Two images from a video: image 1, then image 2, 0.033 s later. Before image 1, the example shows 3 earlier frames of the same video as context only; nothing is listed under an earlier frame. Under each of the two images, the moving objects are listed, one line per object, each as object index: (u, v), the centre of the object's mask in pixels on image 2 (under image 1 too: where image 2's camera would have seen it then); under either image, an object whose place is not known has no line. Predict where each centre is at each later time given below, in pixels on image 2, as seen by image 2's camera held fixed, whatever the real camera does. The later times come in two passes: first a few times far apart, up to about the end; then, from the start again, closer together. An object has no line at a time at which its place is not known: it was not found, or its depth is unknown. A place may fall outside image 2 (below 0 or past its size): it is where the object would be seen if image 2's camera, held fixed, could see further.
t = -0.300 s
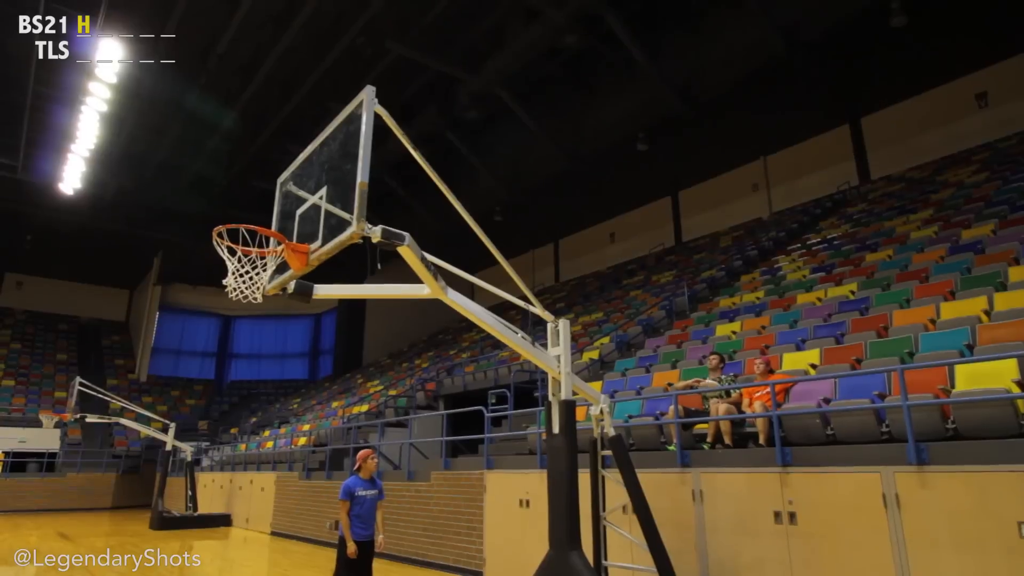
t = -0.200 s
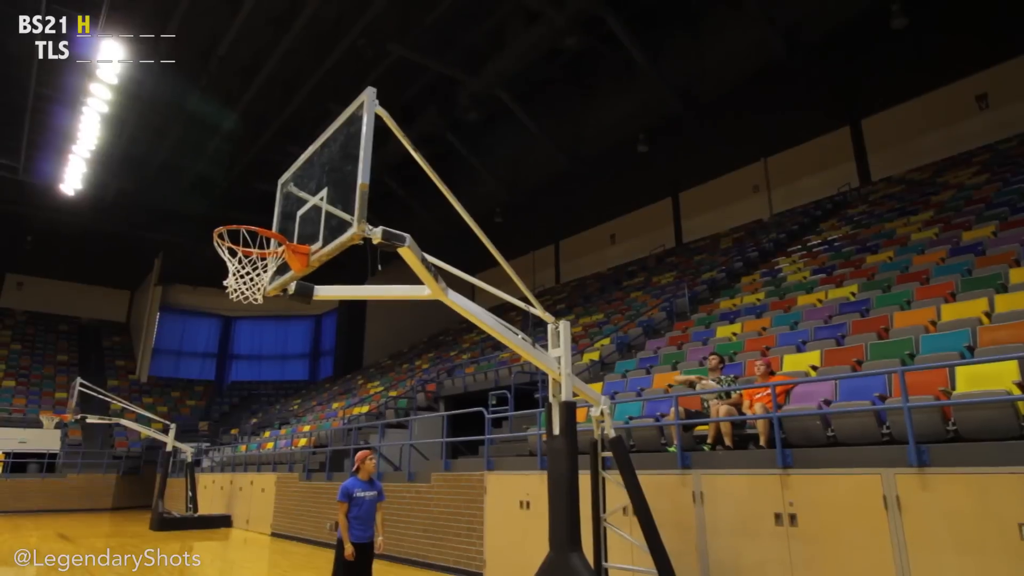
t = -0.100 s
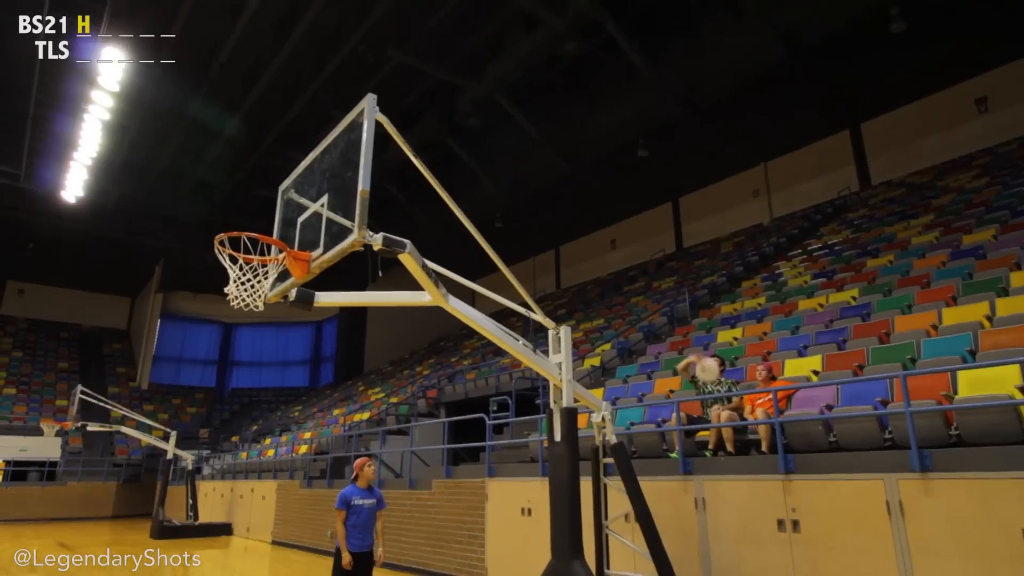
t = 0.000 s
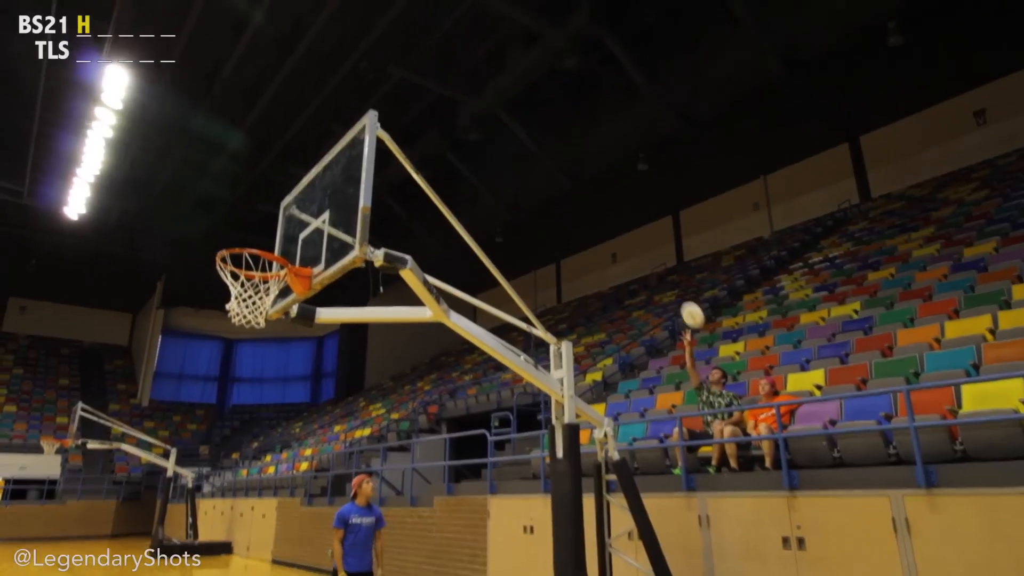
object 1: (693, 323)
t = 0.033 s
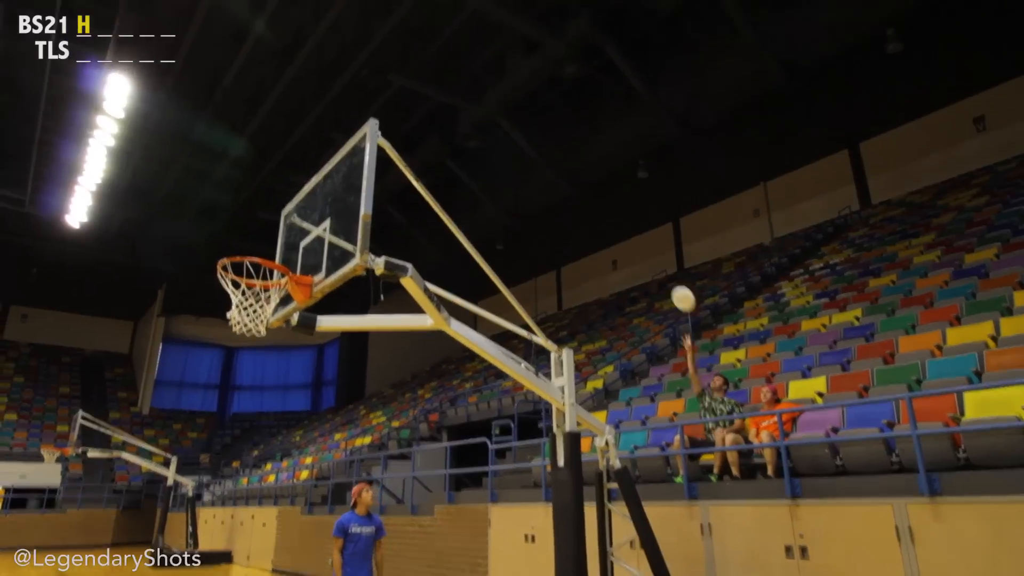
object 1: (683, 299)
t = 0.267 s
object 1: (616, 160)
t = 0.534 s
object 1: (545, 47)
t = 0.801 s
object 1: (481, -18)
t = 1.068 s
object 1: (415, -39)
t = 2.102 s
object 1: (226, 290)
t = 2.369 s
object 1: (259, 332)
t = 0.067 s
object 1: (674, 276)
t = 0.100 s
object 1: (664, 254)
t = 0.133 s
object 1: (655, 232)
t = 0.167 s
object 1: (645, 214)
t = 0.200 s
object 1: (635, 194)
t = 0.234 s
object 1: (626, 177)
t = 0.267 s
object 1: (616, 160)
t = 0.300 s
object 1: (607, 144)
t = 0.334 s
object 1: (598, 128)
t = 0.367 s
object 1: (589, 112)
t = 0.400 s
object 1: (580, 99)
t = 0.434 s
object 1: (571, 86)
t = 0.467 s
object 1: (562, 72)
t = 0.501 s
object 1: (554, 59)
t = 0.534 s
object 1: (545, 47)
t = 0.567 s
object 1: (537, 37)
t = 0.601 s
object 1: (529, 28)
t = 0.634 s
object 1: (521, 18)
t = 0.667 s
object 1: (513, 10)
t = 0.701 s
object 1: (505, 1)
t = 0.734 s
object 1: (497, -5)
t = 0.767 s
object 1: (489, -11)
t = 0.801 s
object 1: (481, -18)
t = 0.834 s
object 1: (472, -25)
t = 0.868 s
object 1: (465, -27)
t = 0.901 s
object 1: (457, -32)
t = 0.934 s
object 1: (448, -36)
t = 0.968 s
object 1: (440, -37)
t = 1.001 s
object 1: (432, -39)
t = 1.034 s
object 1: (423, -39)
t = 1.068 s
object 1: (415, -39)
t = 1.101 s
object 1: (407, -38)
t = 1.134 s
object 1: (399, -35)
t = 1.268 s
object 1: (367, -15)
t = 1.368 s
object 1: (344, 12)
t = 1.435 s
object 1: (329, 37)
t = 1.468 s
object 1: (321, 51)
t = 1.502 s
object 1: (316, 68)
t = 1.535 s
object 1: (307, 84)
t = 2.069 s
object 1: (222, 288)
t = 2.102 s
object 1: (226, 290)
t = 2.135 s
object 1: (230, 292)
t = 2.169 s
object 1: (235, 295)
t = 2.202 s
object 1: (239, 299)
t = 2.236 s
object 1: (244, 304)
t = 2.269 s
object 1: (247, 309)
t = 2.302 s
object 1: (252, 317)
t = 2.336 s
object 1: (256, 325)
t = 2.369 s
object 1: (259, 332)
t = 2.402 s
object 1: (260, 343)
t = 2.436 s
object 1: (261, 353)
